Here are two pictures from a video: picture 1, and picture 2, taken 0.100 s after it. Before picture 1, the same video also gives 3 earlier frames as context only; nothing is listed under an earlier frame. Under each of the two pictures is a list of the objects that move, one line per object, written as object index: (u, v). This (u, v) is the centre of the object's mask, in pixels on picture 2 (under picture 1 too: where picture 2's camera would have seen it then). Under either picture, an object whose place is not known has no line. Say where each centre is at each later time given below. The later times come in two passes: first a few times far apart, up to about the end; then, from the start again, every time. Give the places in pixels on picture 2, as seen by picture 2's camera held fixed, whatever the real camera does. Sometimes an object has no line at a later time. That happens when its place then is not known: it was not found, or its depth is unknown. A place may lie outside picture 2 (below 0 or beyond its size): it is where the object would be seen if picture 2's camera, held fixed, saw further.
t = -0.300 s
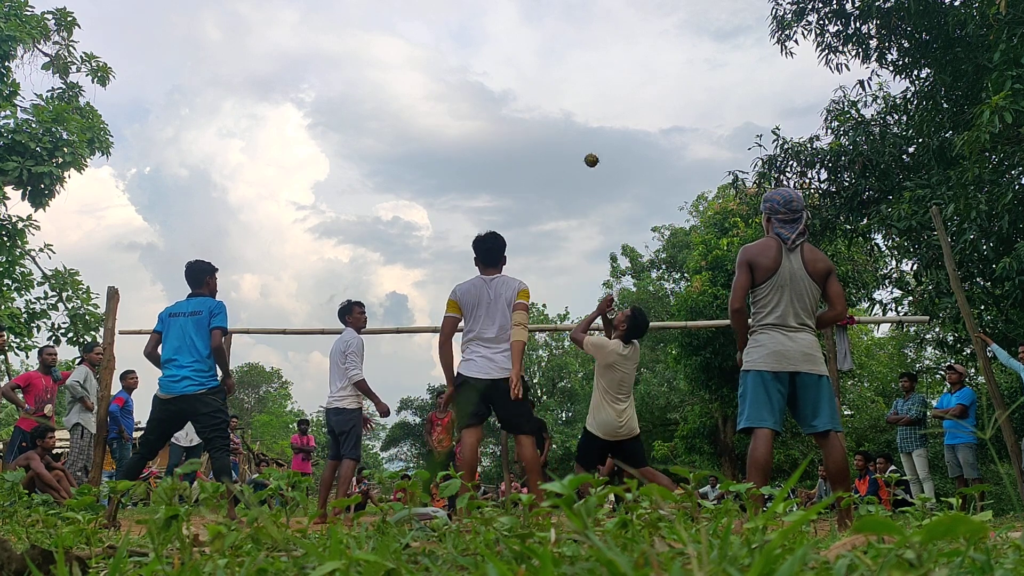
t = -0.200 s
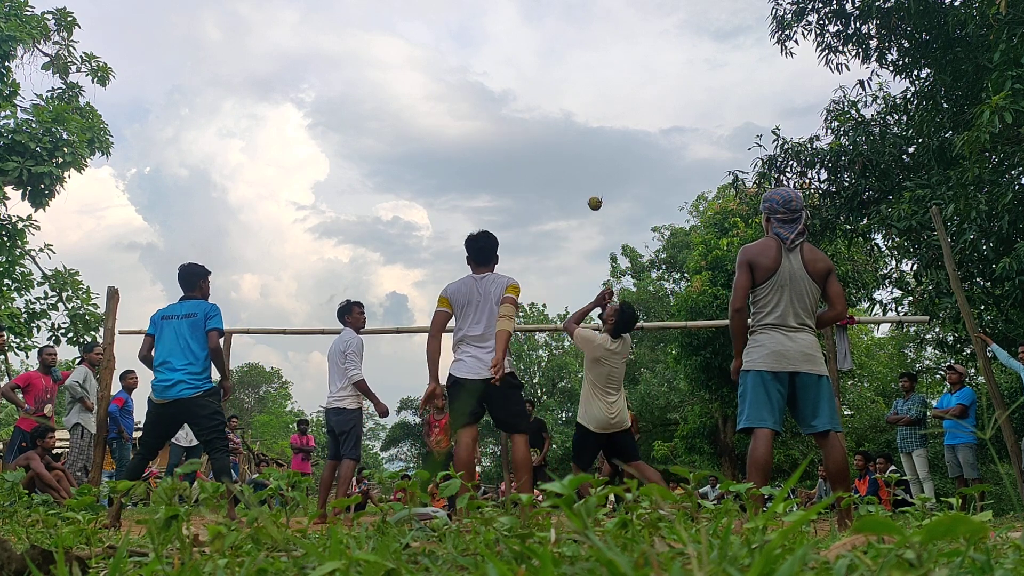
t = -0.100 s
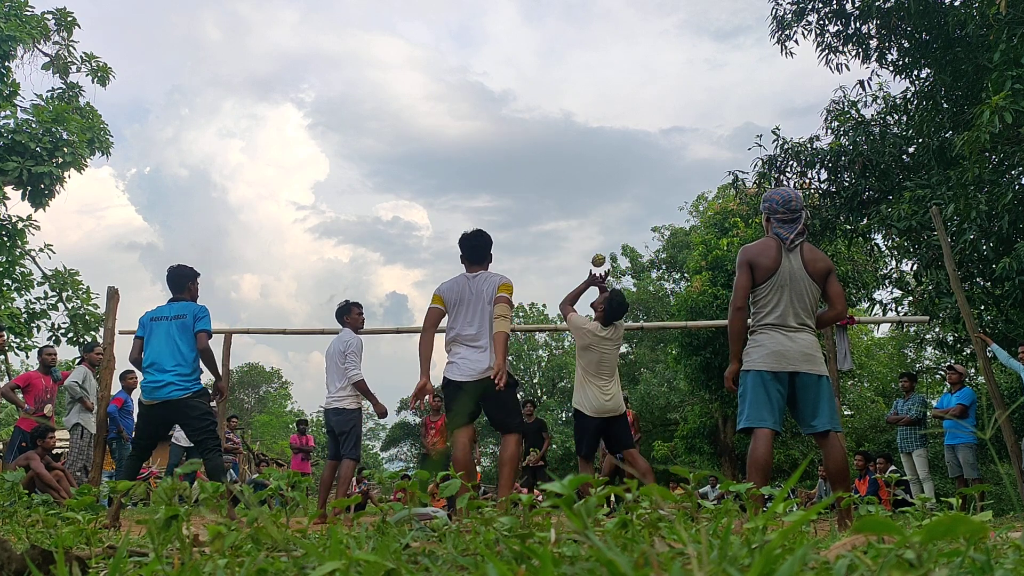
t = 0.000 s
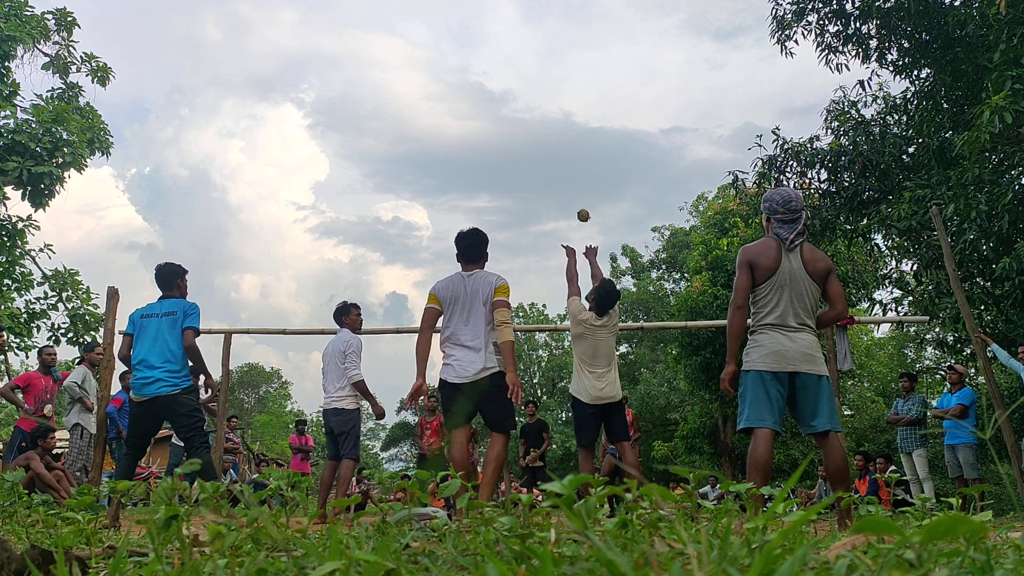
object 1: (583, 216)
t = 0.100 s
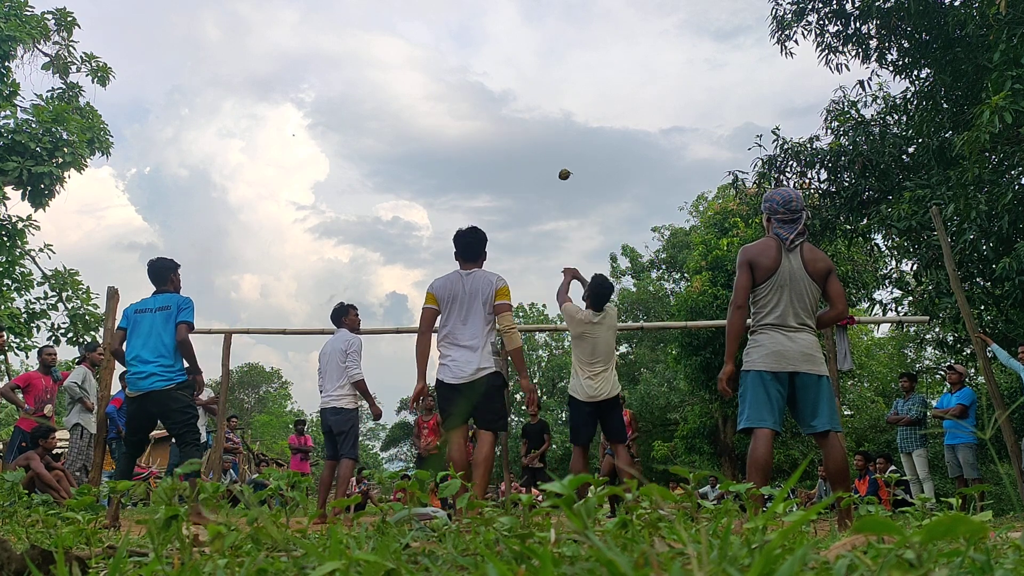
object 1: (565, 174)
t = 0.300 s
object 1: (535, 139)
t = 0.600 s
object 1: (503, 160)
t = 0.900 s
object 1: (480, 238)
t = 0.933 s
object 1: (477, 250)
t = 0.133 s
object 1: (559, 165)
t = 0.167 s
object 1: (554, 157)
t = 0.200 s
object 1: (548, 151)
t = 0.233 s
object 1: (544, 145)
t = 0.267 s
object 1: (539, 141)
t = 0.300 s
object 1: (535, 139)
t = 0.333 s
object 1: (531, 138)
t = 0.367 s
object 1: (527, 138)
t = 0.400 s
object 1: (523, 138)
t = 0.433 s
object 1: (520, 140)
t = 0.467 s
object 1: (516, 142)
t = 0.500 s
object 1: (513, 146)
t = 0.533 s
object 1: (510, 150)
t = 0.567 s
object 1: (506, 155)
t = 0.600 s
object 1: (503, 160)
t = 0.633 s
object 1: (500, 167)
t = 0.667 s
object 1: (498, 173)
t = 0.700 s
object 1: (495, 181)
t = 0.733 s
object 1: (492, 189)
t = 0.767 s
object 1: (490, 198)
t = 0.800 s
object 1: (487, 207)
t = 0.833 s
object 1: (485, 217)
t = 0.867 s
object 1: (482, 228)
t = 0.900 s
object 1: (480, 238)
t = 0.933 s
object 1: (477, 250)
